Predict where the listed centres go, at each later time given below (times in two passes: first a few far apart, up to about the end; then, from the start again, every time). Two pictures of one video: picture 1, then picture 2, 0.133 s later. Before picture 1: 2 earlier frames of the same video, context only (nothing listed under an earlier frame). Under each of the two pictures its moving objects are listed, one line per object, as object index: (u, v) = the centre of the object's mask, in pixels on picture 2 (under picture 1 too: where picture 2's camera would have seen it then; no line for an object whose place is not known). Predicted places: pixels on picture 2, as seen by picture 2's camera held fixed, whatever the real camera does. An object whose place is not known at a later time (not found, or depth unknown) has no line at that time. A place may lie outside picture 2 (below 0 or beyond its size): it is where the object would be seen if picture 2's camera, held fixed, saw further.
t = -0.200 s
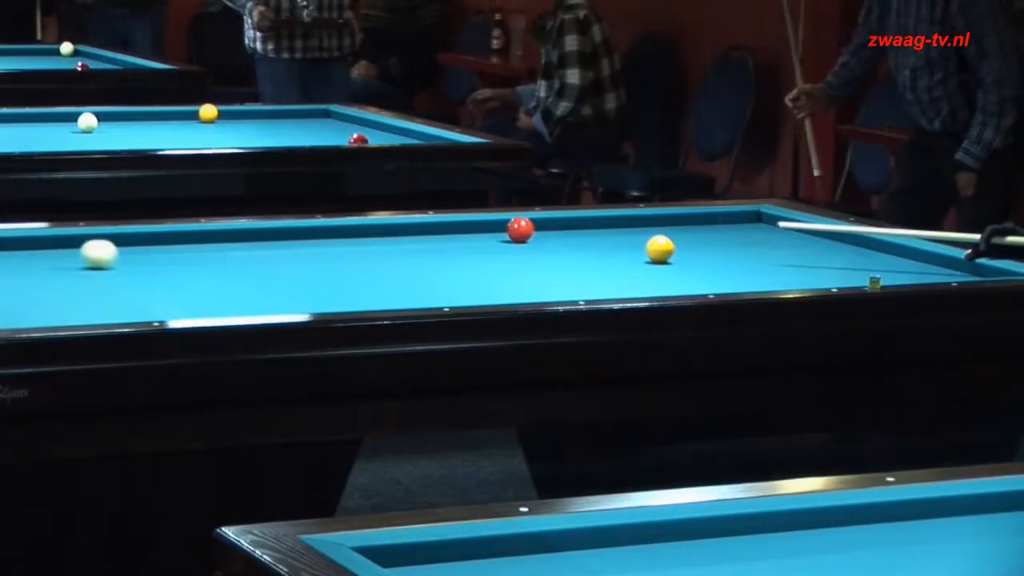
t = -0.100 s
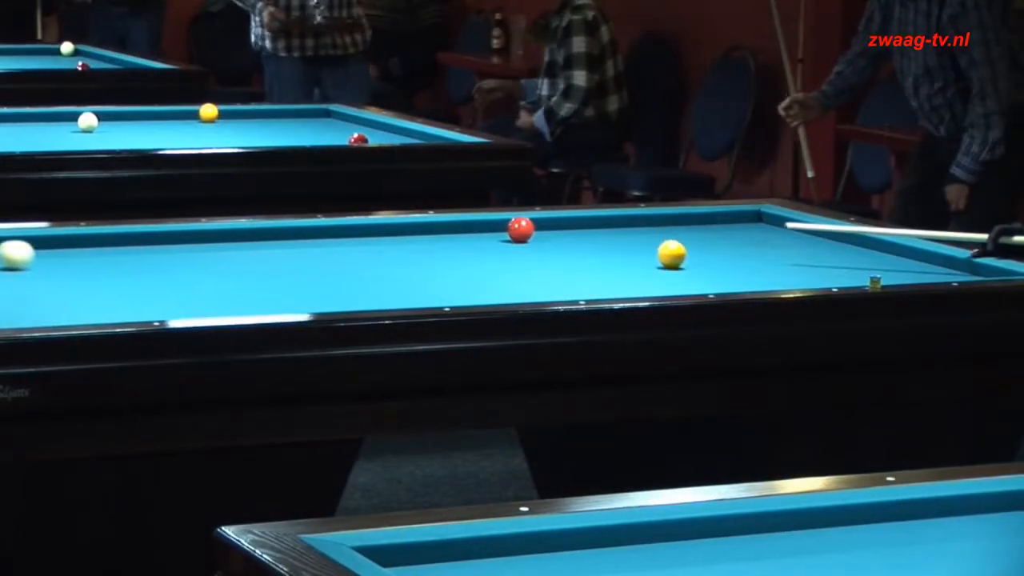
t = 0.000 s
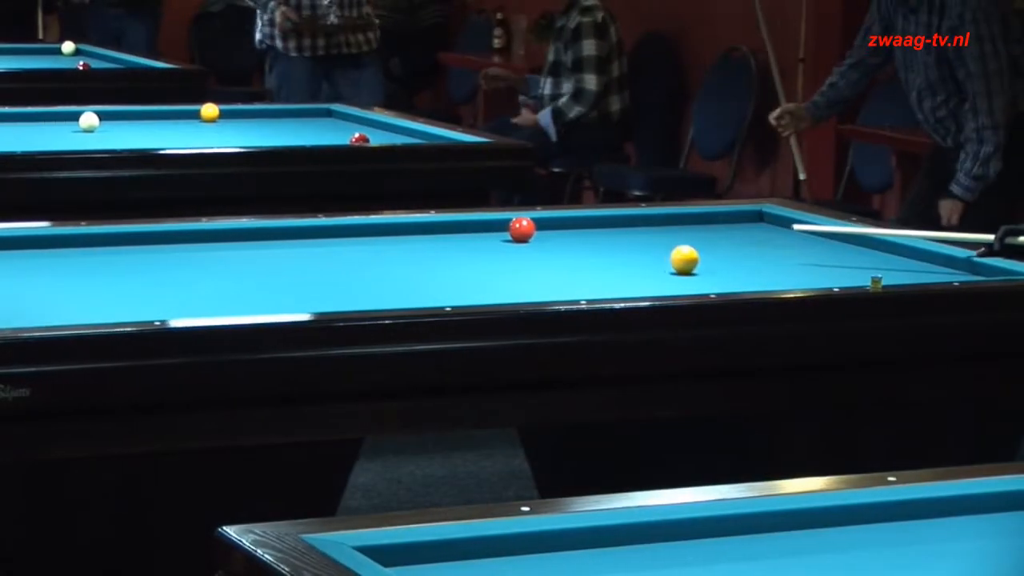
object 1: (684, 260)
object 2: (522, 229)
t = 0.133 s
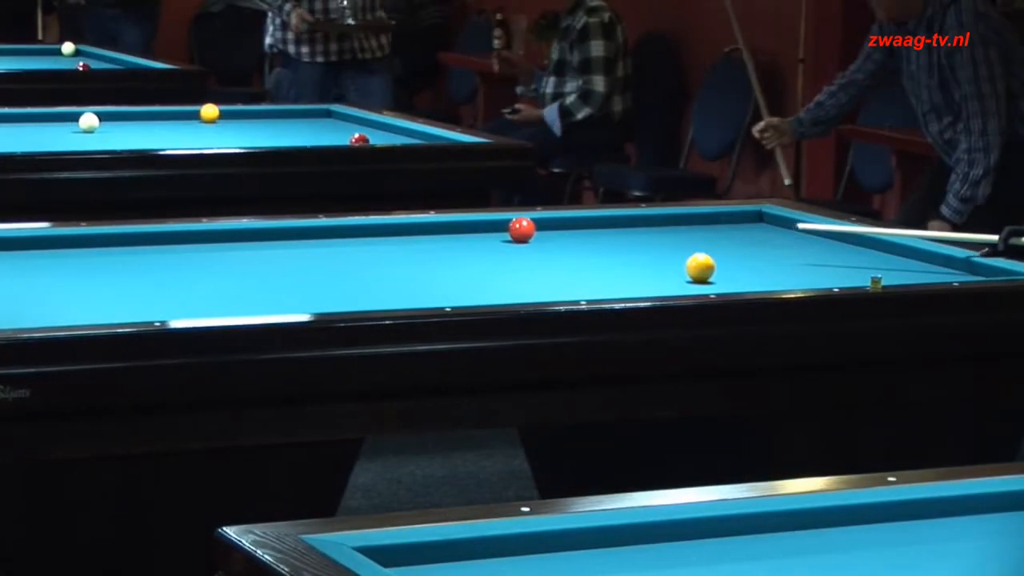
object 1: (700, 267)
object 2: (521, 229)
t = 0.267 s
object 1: (716, 275)
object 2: (521, 229)
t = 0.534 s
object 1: (749, 284)
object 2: (521, 229)
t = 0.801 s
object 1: (710, 281)
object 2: (522, 229)
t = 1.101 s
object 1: (669, 274)
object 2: (522, 229)
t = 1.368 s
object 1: (634, 267)
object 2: (522, 229)
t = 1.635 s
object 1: (602, 260)
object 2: (522, 229)
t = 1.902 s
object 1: (571, 253)
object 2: (521, 229)
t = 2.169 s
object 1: (543, 247)
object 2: (522, 229)
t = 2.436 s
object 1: (516, 242)
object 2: (524, 225)
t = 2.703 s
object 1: (490, 236)
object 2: (521, 230)
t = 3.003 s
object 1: (464, 231)
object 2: (521, 229)
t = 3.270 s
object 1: (442, 226)
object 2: (521, 229)
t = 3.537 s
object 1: (440, 227)
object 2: (521, 229)
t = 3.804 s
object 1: (445, 229)
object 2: (521, 229)
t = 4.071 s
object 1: (450, 232)
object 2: (520, 230)
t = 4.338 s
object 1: (455, 235)
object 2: (496, 231)
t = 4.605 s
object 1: (459, 237)
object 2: (478, 230)
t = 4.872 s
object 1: (464, 240)
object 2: (449, 229)
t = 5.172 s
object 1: (468, 242)
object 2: (431, 233)
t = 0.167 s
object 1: (704, 269)
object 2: (521, 229)
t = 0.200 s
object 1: (708, 271)
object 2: (522, 229)
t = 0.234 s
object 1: (712, 273)
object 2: (522, 229)
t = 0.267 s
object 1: (716, 275)
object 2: (521, 229)
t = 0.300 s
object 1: (720, 277)
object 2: (521, 229)
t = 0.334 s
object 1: (724, 278)
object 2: (521, 229)
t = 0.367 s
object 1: (729, 279)
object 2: (521, 229)
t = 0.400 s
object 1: (733, 280)
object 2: (521, 229)
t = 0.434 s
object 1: (737, 281)
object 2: (521, 229)
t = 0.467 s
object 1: (741, 282)
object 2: (521, 229)
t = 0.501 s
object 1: (745, 284)
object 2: (521, 229)
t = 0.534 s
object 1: (749, 284)
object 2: (521, 229)
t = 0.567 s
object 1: (745, 284)
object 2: (521, 229)
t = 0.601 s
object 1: (739, 283)
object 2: (522, 229)
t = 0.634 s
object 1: (734, 283)
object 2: (522, 229)
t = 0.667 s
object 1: (730, 283)
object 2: (522, 229)
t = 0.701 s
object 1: (724, 282)
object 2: (522, 229)
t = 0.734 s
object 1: (719, 282)
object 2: (521, 229)
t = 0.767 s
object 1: (714, 281)
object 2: (522, 229)
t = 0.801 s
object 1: (710, 281)
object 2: (522, 229)
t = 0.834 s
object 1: (705, 280)
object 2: (522, 229)
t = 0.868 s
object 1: (700, 279)
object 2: (522, 229)
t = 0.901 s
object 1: (696, 279)
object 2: (521, 229)
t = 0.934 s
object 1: (691, 278)
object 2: (522, 229)
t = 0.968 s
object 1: (687, 278)
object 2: (522, 229)
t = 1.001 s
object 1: (682, 277)
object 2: (522, 229)
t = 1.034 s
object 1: (677, 276)
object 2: (521, 229)
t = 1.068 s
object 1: (673, 275)
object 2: (522, 229)
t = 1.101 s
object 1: (669, 274)
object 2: (522, 229)
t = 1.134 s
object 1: (664, 273)
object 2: (522, 229)
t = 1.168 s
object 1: (660, 272)
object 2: (522, 229)
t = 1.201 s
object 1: (655, 271)
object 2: (522, 229)
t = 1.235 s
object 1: (651, 271)
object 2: (522, 229)
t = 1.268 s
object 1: (647, 270)
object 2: (522, 229)
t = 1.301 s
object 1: (643, 269)
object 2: (522, 229)
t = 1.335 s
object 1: (638, 268)
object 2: (522, 229)
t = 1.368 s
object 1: (634, 267)
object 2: (522, 229)
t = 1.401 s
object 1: (630, 266)
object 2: (522, 229)
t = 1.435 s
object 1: (626, 265)
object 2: (522, 229)
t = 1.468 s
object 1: (622, 264)
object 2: (522, 229)
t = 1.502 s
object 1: (618, 263)
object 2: (522, 229)
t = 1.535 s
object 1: (613, 262)
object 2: (522, 229)
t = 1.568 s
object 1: (610, 261)
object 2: (522, 229)
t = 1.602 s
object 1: (606, 261)
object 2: (522, 229)
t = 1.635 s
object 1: (602, 260)
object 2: (522, 229)
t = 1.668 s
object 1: (598, 259)
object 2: (522, 229)
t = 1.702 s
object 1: (594, 258)
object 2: (522, 230)
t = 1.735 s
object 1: (590, 257)
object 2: (521, 230)
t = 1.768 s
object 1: (586, 257)
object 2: (521, 230)
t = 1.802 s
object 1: (583, 256)
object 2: (522, 229)
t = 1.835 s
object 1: (579, 255)
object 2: (522, 229)
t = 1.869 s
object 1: (575, 254)
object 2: (521, 229)
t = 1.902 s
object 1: (571, 253)
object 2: (521, 229)
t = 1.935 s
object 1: (568, 253)
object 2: (522, 229)
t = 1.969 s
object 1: (564, 252)
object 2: (521, 229)
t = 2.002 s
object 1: (560, 251)
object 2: (521, 229)
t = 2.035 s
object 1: (557, 250)
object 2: (521, 229)
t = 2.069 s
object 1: (553, 250)
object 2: (521, 229)
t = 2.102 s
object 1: (550, 249)
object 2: (521, 229)
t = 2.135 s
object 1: (546, 248)
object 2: (521, 229)
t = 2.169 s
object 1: (543, 247)
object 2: (522, 229)
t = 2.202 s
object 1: (540, 247)
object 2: (521, 229)
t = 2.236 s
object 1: (536, 246)
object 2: (520, 228)
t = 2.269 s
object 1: (533, 245)
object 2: (520, 227)
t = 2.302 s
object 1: (529, 245)
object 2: (520, 227)
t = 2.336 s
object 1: (526, 244)
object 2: (521, 225)
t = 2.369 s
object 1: (523, 243)
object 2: (522, 225)
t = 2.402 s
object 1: (519, 243)
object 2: (522, 225)
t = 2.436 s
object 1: (516, 242)
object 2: (524, 225)
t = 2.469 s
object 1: (513, 241)
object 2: (524, 226)
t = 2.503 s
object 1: (509, 240)
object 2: (524, 227)
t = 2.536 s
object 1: (506, 240)
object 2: (524, 228)
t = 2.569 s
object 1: (503, 239)
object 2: (523, 228)
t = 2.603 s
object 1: (500, 238)
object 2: (522, 229)
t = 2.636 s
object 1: (497, 238)
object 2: (522, 229)
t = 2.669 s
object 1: (494, 237)
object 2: (521, 230)
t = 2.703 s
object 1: (490, 236)
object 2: (521, 230)
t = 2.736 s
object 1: (488, 236)
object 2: (521, 230)
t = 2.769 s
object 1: (485, 235)
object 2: (521, 230)
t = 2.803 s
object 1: (481, 235)
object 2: (521, 229)
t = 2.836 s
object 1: (479, 234)
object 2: (521, 229)
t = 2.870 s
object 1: (476, 233)
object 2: (521, 229)
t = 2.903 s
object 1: (473, 233)
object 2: (521, 229)
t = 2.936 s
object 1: (470, 232)
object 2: (521, 230)
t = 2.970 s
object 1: (467, 231)
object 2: (521, 229)
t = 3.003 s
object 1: (464, 231)
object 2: (521, 229)
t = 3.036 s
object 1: (461, 230)
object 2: (521, 229)
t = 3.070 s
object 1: (458, 230)
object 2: (521, 229)
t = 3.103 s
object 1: (455, 229)
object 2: (521, 229)
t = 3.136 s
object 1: (453, 228)
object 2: (521, 229)
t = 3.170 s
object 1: (450, 228)
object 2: (521, 229)
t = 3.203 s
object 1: (447, 227)
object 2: (521, 229)
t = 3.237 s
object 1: (444, 227)
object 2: (521, 229)
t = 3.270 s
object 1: (442, 226)
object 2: (521, 229)
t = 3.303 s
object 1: (439, 225)
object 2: (521, 229)
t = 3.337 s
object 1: (436, 225)
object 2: (521, 229)
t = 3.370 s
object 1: (437, 225)
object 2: (521, 229)
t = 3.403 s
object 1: (438, 226)
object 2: (521, 229)
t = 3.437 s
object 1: (438, 226)
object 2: (521, 229)
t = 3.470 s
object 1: (439, 226)
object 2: (521, 229)
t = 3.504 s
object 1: (440, 227)
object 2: (521, 229)
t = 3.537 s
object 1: (440, 227)
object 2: (521, 229)
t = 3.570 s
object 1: (441, 227)
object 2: (521, 229)
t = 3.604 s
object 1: (442, 228)
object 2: (521, 229)
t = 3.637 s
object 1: (442, 228)
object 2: (521, 229)
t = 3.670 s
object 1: (443, 228)
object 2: (521, 229)
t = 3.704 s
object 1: (443, 229)
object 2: (521, 229)
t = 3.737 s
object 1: (444, 229)
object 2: (521, 229)
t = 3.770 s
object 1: (445, 229)
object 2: (521, 229)
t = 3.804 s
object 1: (445, 229)
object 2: (521, 229)
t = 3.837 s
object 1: (446, 230)
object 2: (521, 229)
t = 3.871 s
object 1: (447, 231)
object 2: (521, 229)
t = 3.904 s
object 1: (447, 231)
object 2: (521, 229)
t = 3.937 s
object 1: (448, 231)
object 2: (522, 229)
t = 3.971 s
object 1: (449, 231)
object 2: (521, 229)
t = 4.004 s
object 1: (449, 232)
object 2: (521, 229)
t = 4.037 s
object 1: (450, 232)
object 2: (521, 229)
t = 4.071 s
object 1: (450, 232)
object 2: (520, 230)
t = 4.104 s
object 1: (451, 233)
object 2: (516, 230)
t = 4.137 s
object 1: (452, 233)
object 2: (513, 230)
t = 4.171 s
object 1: (452, 233)
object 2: (510, 230)
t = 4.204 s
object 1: (453, 234)
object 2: (507, 230)
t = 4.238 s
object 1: (454, 234)
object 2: (505, 230)
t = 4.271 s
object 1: (454, 234)
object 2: (502, 230)
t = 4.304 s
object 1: (455, 234)
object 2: (499, 230)
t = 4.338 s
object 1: (455, 235)
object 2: (496, 231)
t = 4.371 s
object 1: (456, 235)
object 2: (493, 231)
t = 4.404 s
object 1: (456, 236)
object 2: (491, 231)
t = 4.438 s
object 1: (457, 236)
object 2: (488, 231)
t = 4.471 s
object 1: (457, 236)
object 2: (485, 231)
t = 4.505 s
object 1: (458, 237)
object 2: (483, 231)
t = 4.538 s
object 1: (459, 237)
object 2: (481, 231)
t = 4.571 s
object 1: (459, 237)
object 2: (479, 230)
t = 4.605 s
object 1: (459, 237)
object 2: (478, 230)
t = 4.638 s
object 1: (460, 237)
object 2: (476, 229)
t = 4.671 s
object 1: (461, 238)
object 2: (474, 228)
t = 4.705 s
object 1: (461, 238)
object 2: (471, 226)
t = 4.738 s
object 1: (462, 239)
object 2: (467, 225)
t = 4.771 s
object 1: (462, 239)
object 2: (461, 225)
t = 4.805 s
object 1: (463, 239)
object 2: (455, 226)
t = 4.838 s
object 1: (463, 240)
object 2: (452, 228)
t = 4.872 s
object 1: (464, 240)
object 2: (449, 229)
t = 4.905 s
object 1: (464, 240)
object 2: (447, 231)
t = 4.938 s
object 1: (464, 240)
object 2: (445, 231)
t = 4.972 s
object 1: (465, 240)
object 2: (444, 232)
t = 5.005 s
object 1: (465, 241)
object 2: (442, 232)
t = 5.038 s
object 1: (466, 241)
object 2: (441, 233)
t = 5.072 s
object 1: (466, 241)
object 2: (438, 233)
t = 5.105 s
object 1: (467, 241)
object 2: (436, 233)
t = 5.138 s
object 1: (467, 242)
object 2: (433, 233)
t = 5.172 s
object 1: (468, 242)
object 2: (431, 233)
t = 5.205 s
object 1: (468, 242)
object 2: (429, 233)
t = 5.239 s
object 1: (469, 242)
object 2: (427, 233)
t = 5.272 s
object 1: (469, 242)
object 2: (424, 233)
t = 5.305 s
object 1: (469, 243)
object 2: (422, 233)
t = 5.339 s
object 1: (470, 243)
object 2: (420, 233)
